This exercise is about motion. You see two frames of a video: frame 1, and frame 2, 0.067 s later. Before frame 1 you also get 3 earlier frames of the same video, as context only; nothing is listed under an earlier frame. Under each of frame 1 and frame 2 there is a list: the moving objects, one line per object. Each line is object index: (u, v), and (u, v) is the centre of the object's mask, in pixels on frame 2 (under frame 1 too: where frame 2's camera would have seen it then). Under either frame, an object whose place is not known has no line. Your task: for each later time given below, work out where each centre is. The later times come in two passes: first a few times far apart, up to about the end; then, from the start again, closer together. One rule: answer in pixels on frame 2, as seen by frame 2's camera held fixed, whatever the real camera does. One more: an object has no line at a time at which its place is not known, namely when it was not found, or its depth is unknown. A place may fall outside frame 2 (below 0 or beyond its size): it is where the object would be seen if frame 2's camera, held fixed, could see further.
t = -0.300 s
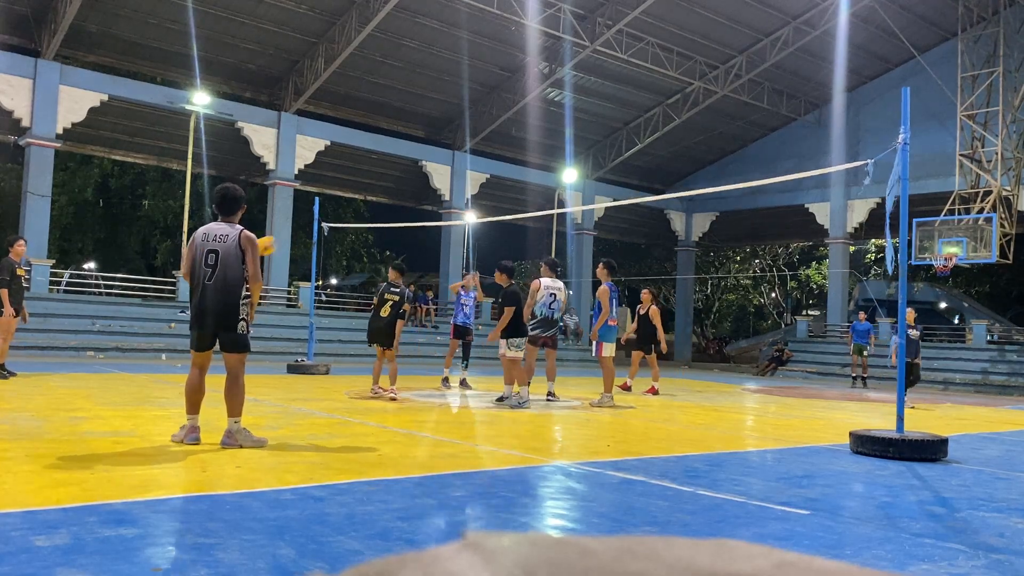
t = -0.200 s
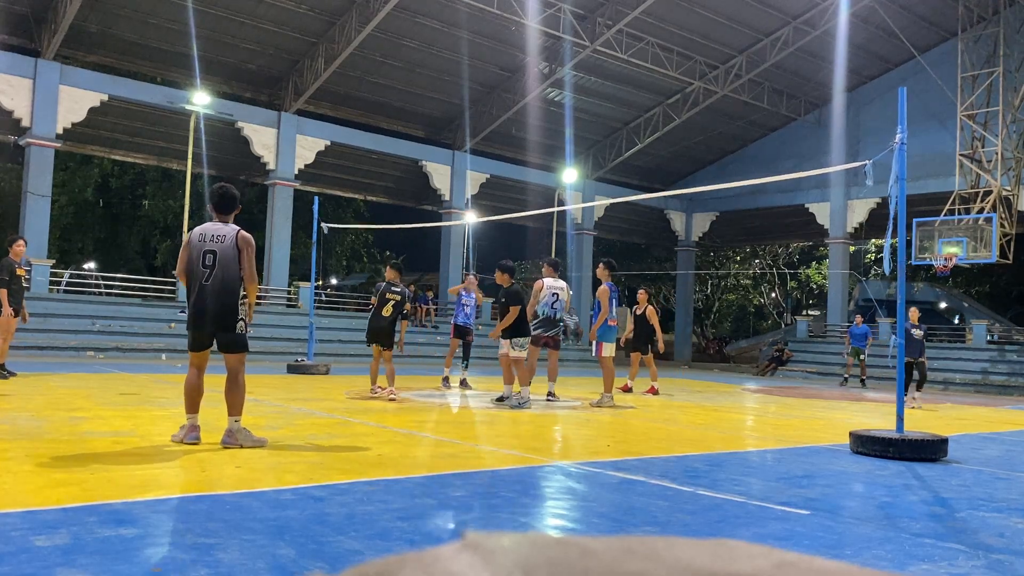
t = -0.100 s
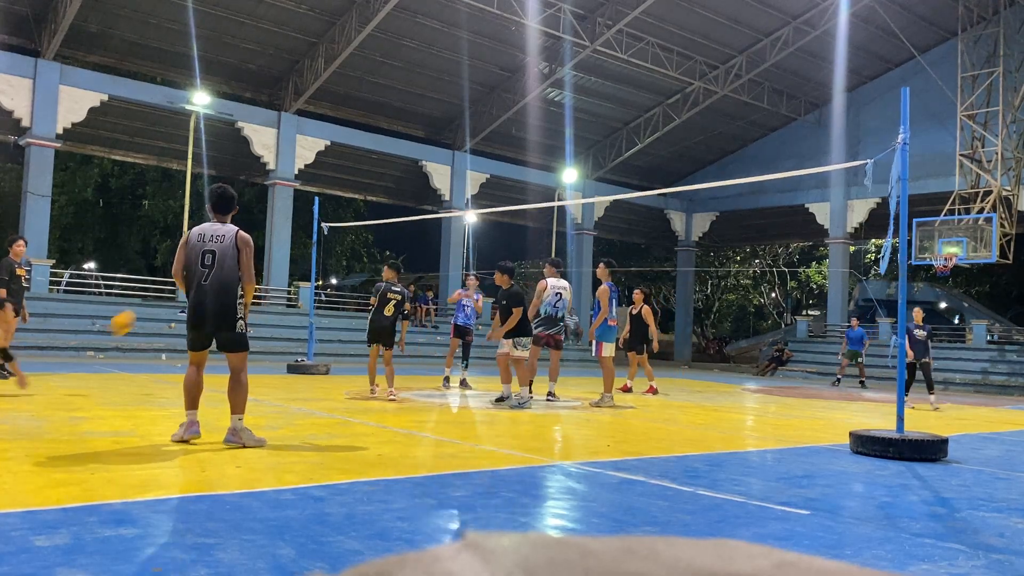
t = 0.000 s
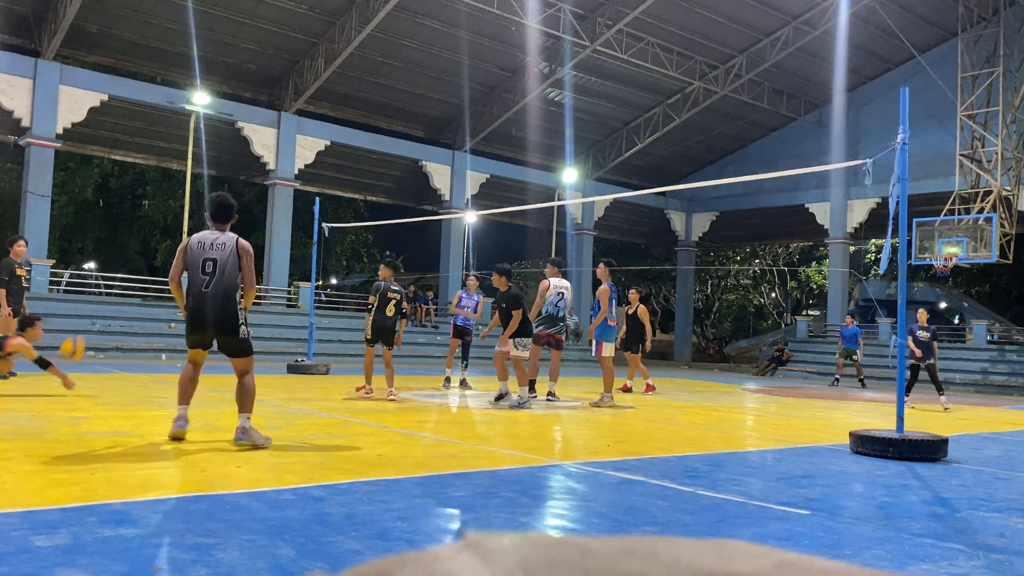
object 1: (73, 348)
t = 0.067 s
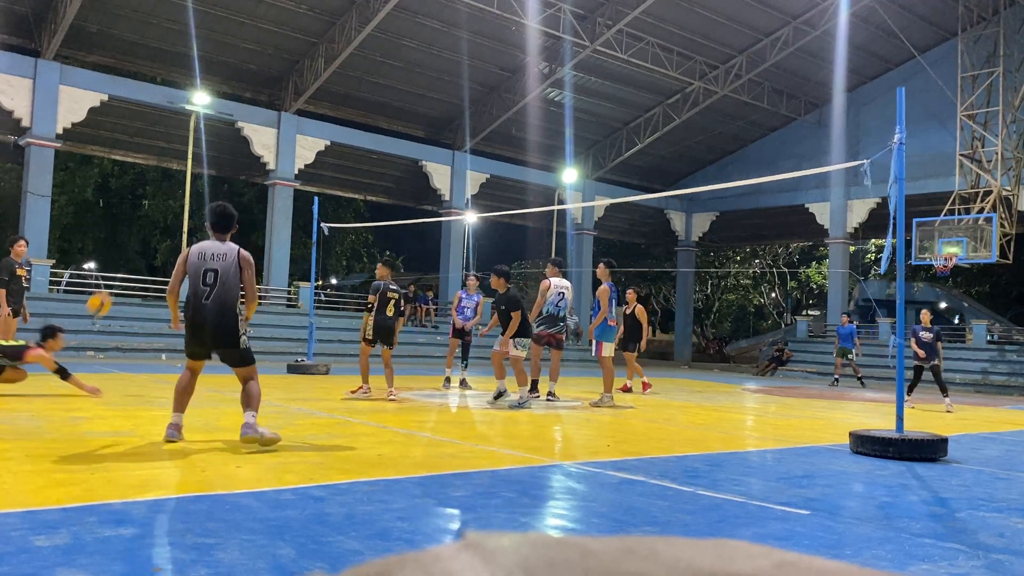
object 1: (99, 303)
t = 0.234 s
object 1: (162, 211)
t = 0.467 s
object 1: (239, 130)
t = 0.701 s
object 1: (309, 100)
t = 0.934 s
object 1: (370, 117)
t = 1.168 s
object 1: (426, 179)
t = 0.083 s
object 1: (106, 293)
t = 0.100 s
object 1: (113, 282)
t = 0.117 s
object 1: (120, 271)
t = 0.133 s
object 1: (126, 262)
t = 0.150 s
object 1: (132, 254)
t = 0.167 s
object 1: (138, 244)
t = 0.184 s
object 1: (144, 236)
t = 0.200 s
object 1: (151, 227)
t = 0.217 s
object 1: (157, 219)
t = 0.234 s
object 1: (162, 211)
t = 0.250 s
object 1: (168, 203)
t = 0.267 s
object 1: (174, 196)
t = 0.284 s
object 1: (180, 189)
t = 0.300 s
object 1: (186, 182)
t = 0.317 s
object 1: (192, 175)
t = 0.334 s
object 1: (197, 169)
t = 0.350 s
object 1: (203, 164)
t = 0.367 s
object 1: (208, 158)
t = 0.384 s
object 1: (214, 152)
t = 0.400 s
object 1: (219, 147)
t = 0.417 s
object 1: (224, 142)
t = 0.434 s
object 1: (230, 138)
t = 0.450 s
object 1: (234, 133)
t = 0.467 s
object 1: (239, 130)
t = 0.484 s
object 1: (245, 126)
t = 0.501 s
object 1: (250, 122)
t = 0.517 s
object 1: (256, 118)
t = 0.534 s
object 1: (261, 115)
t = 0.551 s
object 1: (266, 113)
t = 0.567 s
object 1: (271, 110)
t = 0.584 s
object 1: (276, 107)
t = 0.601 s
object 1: (280, 106)
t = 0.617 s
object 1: (285, 104)
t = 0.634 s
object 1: (290, 103)
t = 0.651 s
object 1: (294, 101)
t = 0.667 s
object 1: (299, 101)
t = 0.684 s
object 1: (304, 100)
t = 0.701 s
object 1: (309, 100)
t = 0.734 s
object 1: (318, 99)
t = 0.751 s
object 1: (322, 99)
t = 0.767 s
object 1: (327, 100)
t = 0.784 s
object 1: (331, 100)
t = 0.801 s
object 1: (335, 101)
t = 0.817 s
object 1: (340, 102)
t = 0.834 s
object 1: (344, 104)
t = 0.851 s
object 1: (349, 105)
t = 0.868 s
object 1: (353, 107)
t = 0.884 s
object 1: (357, 109)
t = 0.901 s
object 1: (361, 111)
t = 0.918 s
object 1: (366, 114)
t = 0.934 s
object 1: (370, 117)
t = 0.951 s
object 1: (374, 120)
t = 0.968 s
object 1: (378, 123)
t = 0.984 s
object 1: (382, 126)
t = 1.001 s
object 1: (387, 130)
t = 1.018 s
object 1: (391, 133)
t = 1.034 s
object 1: (395, 137)
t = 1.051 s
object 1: (399, 142)
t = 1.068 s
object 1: (403, 147)
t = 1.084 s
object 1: (407, 152)
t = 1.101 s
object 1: (411, 157)
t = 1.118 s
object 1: (415, 162)
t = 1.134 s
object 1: (418, 167)
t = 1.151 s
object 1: (422, 173)
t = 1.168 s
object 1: (426, 179)
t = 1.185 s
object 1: (430, 185)
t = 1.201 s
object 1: (434, 191)
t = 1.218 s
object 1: (436, 198)
